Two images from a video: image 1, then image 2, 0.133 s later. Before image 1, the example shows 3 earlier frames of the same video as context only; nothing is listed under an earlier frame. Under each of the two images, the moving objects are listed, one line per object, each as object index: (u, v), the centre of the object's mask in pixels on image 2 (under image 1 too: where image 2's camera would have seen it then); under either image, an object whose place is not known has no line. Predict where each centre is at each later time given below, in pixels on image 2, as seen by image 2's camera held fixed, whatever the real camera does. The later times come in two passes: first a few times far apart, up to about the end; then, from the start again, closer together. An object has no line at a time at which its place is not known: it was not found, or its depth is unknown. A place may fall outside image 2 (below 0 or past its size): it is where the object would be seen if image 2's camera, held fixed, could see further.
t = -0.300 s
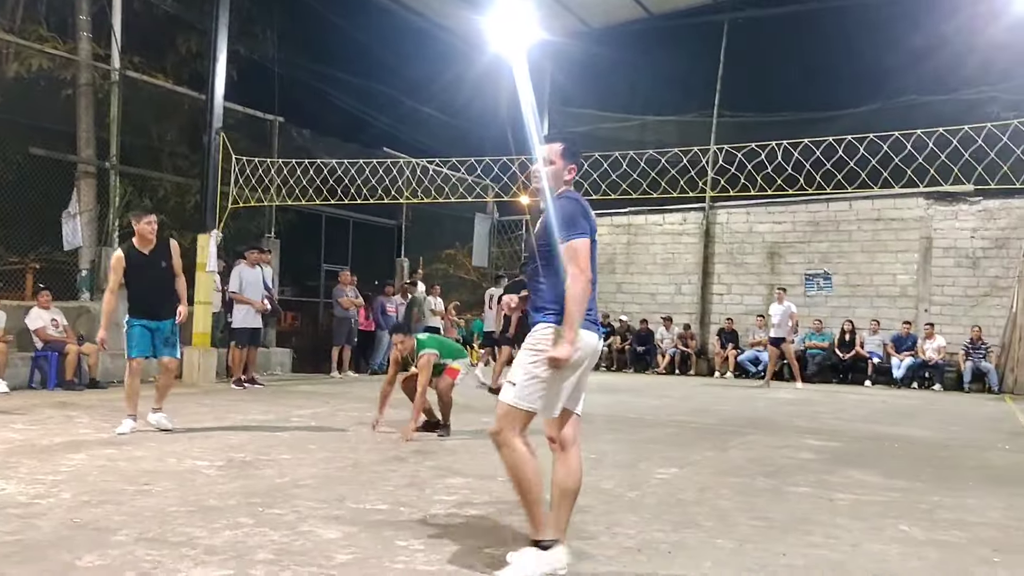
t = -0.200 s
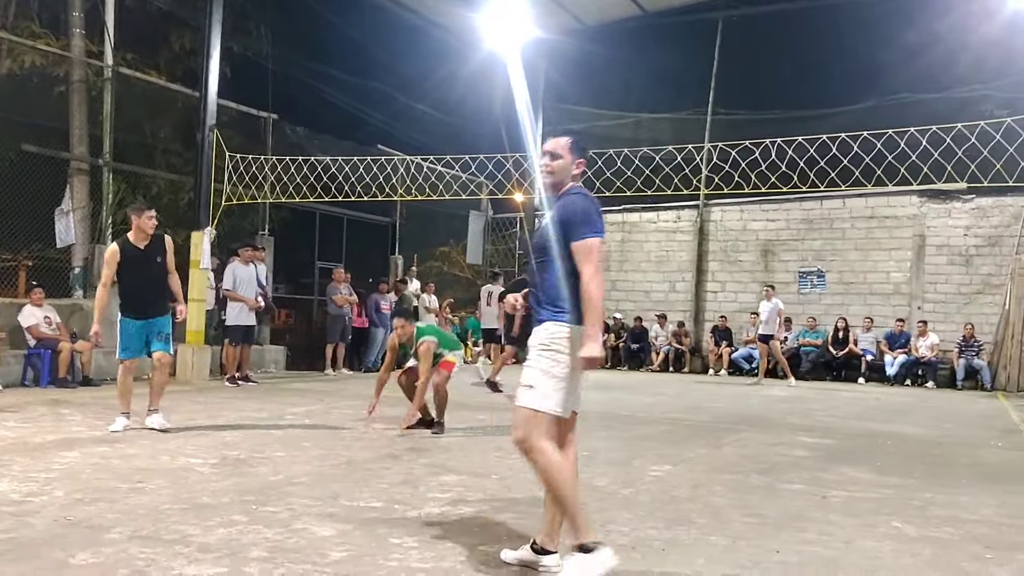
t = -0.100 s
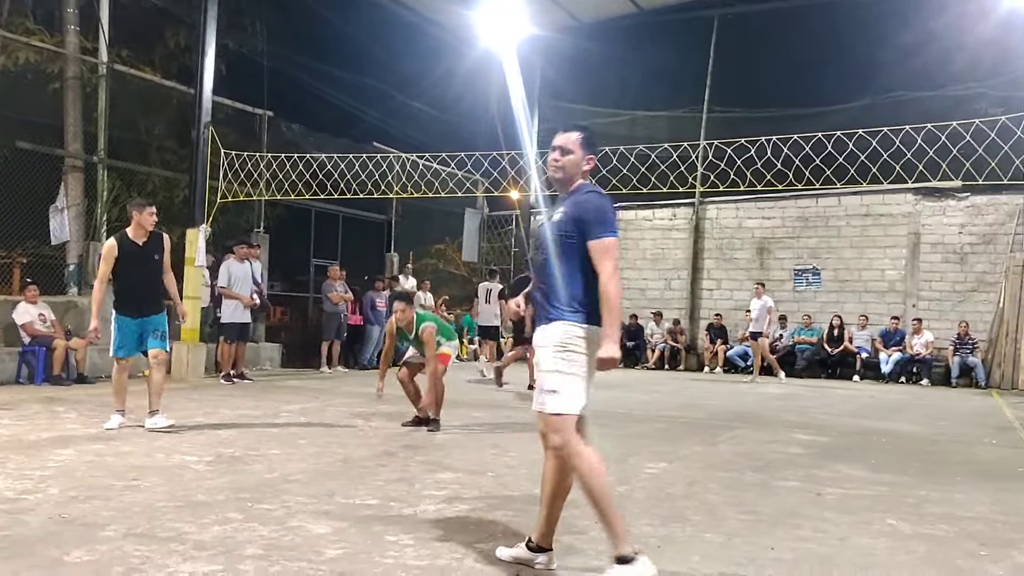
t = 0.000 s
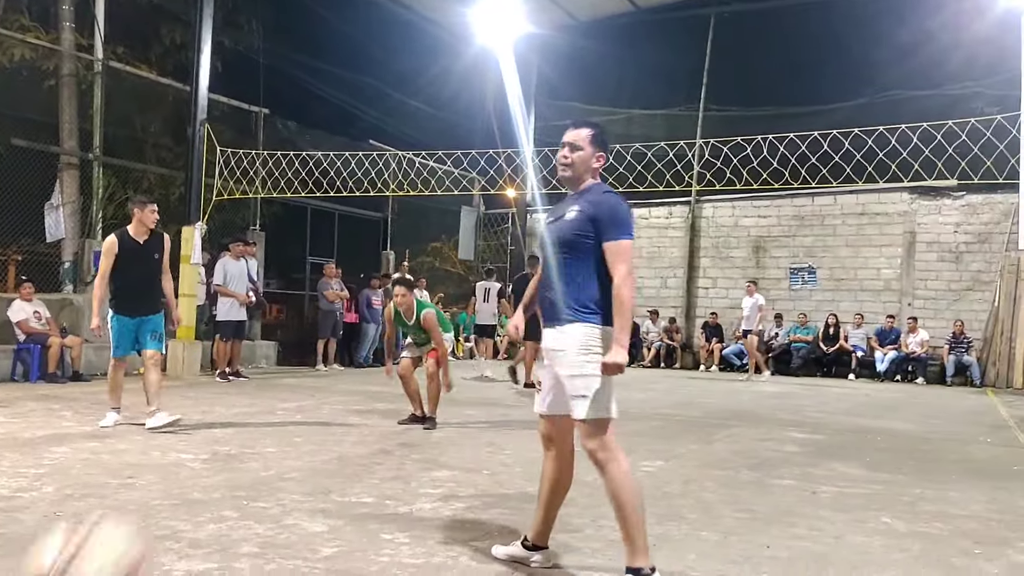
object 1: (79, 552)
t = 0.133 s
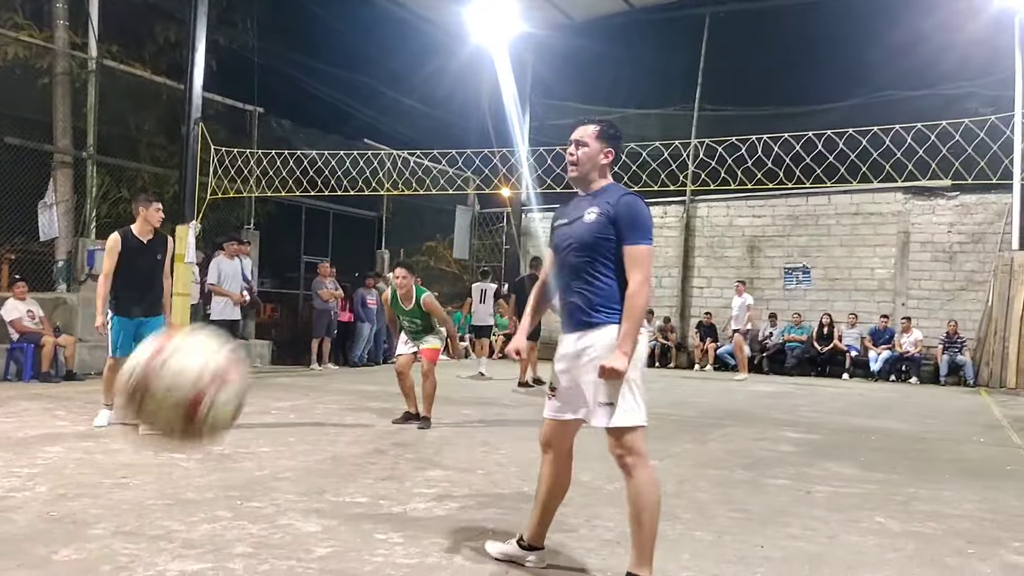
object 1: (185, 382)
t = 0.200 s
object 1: (227, 333)
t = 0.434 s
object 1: (333, 325)
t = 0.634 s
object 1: (390, 474)
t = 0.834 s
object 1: (444, 519)
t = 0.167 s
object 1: (208, 353)
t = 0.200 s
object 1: (227, 333)
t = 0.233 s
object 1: (246, 316)
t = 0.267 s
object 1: (263, 307)
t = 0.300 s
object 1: (281, 301)
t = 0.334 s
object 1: (295, 301)
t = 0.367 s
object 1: (309, 305)
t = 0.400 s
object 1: (321, 314)
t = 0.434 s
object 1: (333, 325)
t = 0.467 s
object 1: (344, 342)
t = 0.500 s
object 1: (355, 360)
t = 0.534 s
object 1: (365, 384)
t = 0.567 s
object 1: (376, 410)
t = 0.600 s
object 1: (382, 441)
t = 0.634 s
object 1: (390, 474)
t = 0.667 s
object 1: (401, 504)
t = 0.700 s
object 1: (406, 541)
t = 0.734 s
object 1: (414, 559)
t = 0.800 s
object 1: (433, 546)
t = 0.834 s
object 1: (444, 519)
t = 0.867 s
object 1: (454, 490)
